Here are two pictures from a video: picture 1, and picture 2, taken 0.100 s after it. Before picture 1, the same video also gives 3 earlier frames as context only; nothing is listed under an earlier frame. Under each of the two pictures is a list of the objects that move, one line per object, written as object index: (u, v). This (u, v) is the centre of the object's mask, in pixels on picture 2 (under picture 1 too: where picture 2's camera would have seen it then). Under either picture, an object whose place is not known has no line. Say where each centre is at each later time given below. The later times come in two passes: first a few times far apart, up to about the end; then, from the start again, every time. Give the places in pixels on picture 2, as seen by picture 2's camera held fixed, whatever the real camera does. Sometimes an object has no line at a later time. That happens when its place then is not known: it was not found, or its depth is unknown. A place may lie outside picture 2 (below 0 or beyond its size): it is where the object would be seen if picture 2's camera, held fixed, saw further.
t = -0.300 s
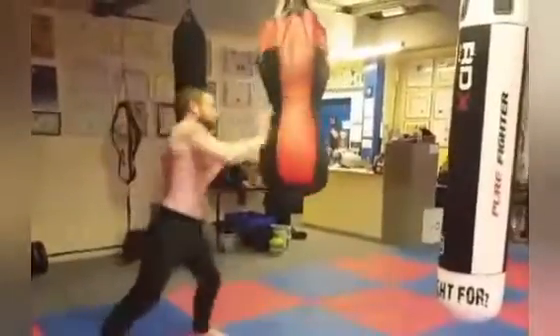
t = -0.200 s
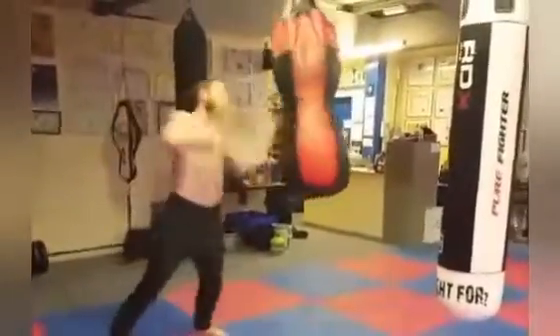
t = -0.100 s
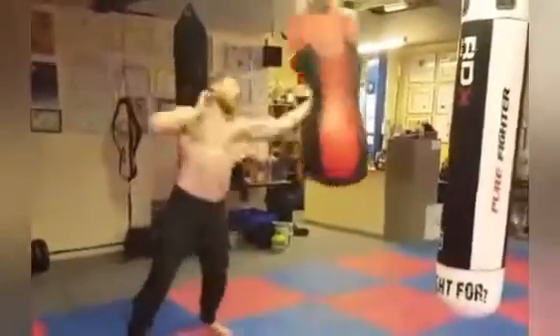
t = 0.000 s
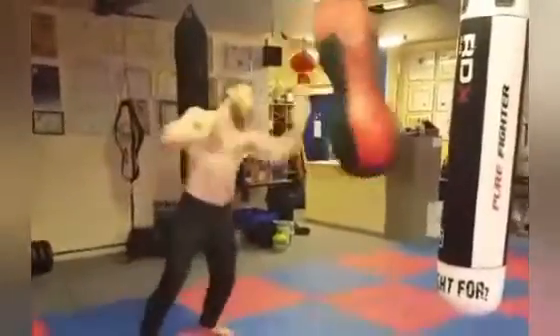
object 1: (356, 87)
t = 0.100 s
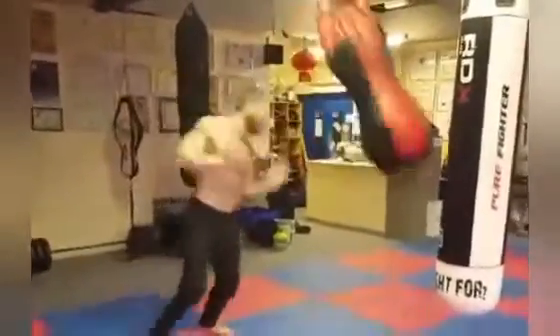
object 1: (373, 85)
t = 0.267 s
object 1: (381, 79)
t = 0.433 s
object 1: (377, 89)
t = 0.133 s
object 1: (375, 82)
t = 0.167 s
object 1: (377, 80)
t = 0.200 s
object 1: (379, 79)
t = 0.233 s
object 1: (380, 78)
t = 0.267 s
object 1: (381, 79)
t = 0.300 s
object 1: (381, 79)
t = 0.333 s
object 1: (381, 81)
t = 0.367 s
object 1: (381, 83)
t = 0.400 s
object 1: (379, 86)
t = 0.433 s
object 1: (377, 89)
